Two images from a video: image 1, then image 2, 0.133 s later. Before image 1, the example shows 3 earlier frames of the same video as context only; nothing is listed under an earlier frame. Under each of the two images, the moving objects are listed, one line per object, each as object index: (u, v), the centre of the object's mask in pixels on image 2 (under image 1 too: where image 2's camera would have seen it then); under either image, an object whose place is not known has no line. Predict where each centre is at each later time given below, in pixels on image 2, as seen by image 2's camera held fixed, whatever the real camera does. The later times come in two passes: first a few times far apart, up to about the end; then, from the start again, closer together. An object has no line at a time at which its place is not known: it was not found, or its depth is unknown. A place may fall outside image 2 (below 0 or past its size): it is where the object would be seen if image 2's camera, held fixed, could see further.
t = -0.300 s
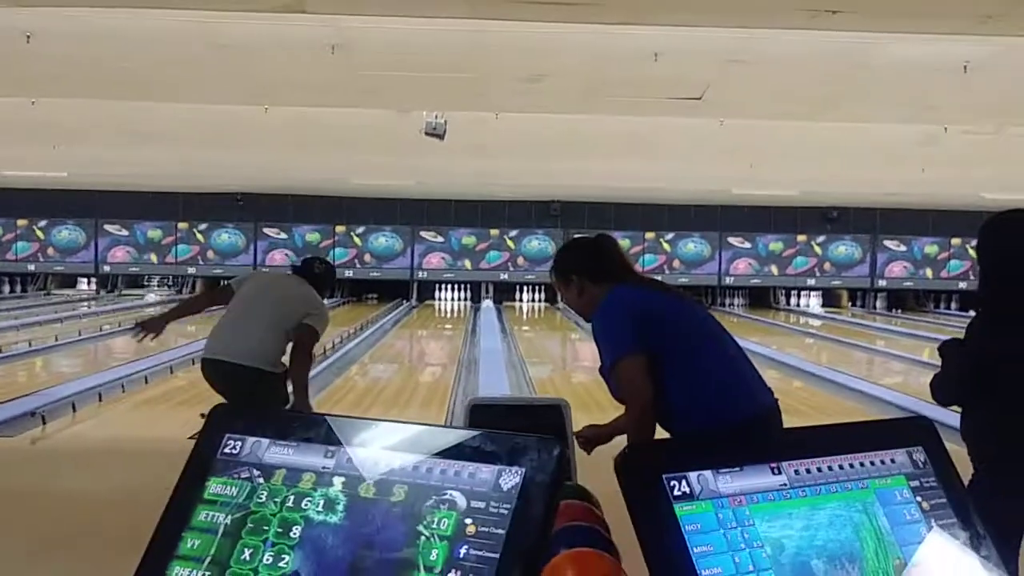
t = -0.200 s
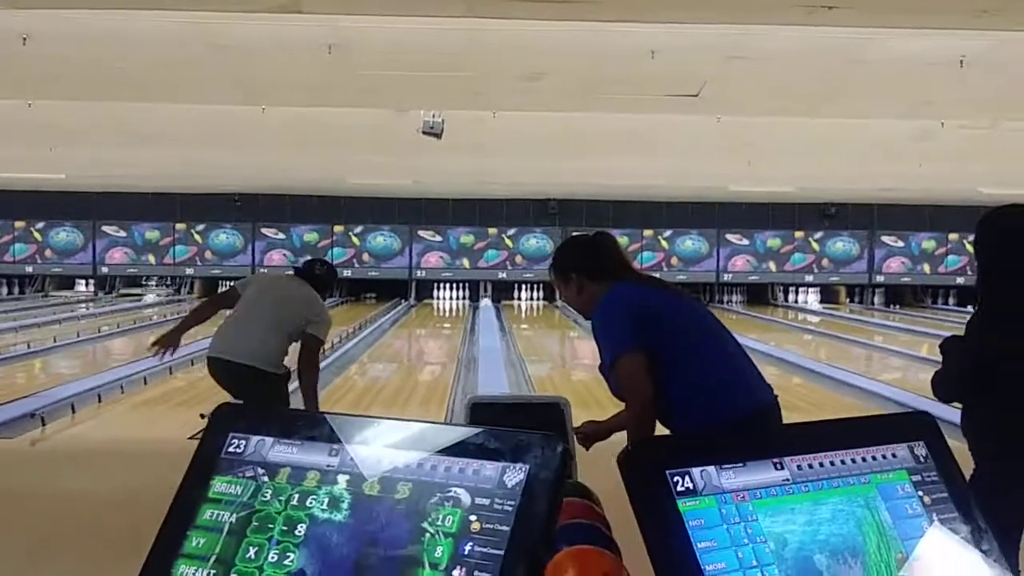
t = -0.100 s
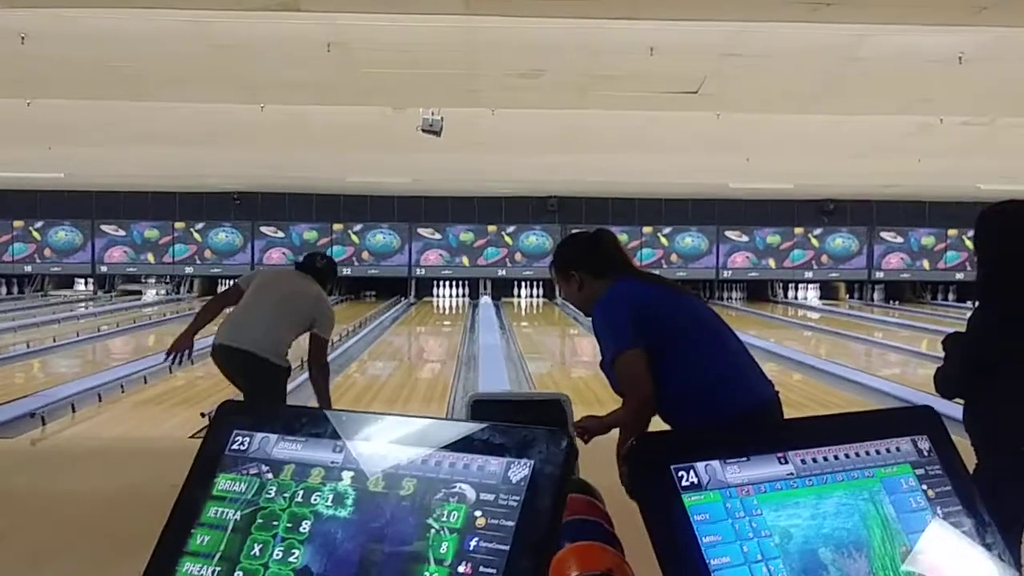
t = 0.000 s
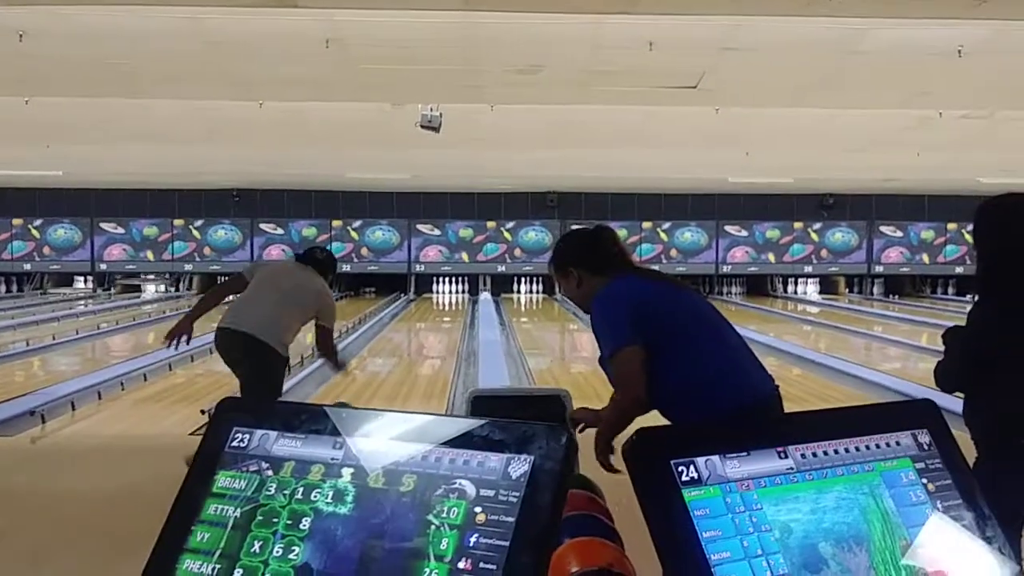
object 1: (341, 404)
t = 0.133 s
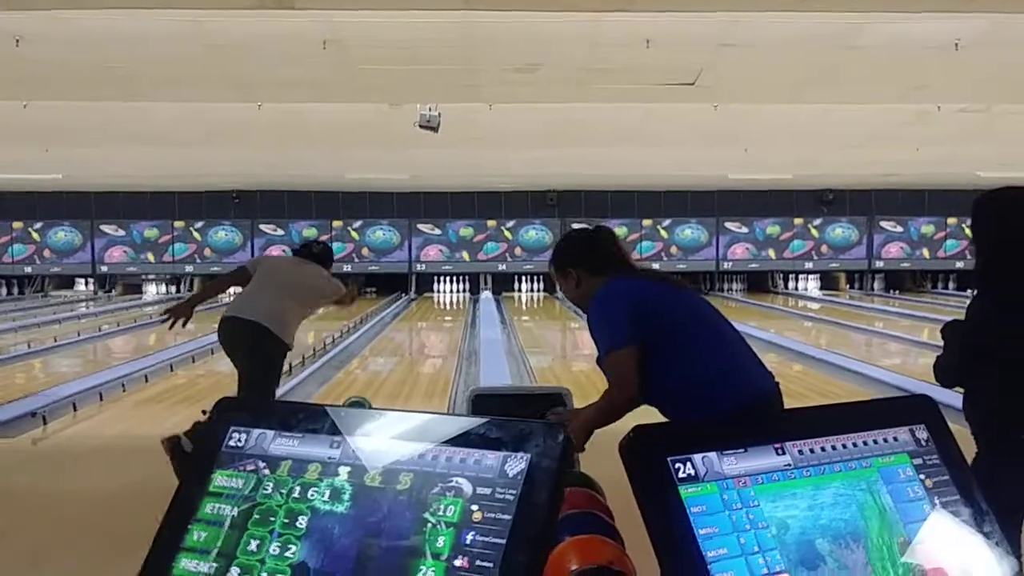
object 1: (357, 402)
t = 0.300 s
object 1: (370, 391)
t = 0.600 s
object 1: (387, 364)
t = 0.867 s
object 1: (398, 346)
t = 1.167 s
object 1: (407, 333)
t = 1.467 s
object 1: (414, 322)
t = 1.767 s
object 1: (421, 311)
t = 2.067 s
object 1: (425, 307)
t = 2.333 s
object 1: (428, 301)
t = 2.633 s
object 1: (430, 297)
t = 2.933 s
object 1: (431, 295)
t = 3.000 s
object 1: (431, 294)
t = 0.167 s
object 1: (361, 400)
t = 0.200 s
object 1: (365, 398)
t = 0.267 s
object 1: (368, 395)
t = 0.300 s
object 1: (370, 391)
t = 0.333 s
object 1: (372, 387)
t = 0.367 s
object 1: (374, 383)
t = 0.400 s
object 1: (377, 380)
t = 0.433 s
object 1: (379, 377)
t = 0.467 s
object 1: (381, 374)
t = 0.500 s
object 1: (383, 371)
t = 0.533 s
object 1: (384, 369)
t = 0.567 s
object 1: (386, 366)
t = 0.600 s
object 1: (387, 364)
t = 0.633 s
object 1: (389, 361)
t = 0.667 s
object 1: (390, 359)
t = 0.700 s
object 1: (392, 356)
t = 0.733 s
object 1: (393, 354)
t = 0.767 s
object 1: (394, 353)
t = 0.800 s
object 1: (396, 350)
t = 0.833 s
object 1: (397, 348)
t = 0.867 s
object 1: (398, 346)
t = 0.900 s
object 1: (399, 344)
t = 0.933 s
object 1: (400, 343)
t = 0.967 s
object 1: (401, 341)
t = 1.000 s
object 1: (403, 340)
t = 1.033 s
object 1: (404, 338)
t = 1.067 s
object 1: (405, 337)
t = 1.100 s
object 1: (406, 335)
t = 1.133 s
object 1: (407, 334)
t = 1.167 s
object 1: (407, 333)
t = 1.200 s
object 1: (408, 331)
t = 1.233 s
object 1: (409, 330)
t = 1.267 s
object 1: (410, 329)
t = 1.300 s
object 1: (411, 327)
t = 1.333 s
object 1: (412, 326)
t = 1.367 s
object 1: (412, 325)
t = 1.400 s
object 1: (413, 324)
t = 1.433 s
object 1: (414, 323)
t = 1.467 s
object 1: (414, 322)
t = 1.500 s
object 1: (415, 321)
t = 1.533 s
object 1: (416, 319)
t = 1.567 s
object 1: (416, 319)
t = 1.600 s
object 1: (417, 318)
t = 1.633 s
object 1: (418, 317)
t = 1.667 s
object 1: (419, 316)
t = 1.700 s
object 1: (419, 315)
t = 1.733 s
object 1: (420, 314)
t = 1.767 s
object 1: (421, 311)
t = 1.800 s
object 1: (422, 311)
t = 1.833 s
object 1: (422, 310)
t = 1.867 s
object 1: (422, 310)
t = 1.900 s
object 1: (422, 310)
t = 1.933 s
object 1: (423, 310)
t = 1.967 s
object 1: (423, 309)
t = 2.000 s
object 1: (423, 309)
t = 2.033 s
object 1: (423, 308)
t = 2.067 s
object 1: (425, 307)
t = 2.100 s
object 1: (425, 306)
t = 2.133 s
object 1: (425, 305)
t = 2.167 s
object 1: (426, 304)
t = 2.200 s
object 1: (427, 303)
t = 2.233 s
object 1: (427, 303)
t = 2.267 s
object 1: (427, 302)
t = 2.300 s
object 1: (427, 302)
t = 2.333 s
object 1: (428, 301)
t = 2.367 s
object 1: (428, 301)
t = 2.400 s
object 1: (429, 300)
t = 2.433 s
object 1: (429, 300)
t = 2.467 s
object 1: (429, 300)
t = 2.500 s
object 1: (429, 299)
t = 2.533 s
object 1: (429, 299)
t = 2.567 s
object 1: (429, 298)
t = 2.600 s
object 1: (430, 298)
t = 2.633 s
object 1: (430, 297)
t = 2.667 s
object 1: (430, 297)
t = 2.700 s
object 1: (430, 297)
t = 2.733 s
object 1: (430, 297)
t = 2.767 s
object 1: (431, 296)
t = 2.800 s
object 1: (431, 295)
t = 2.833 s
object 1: (431, 295)
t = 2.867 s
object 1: (431, 295)
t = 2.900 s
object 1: (431, 295)
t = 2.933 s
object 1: (431, 295)
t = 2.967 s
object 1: (431, 294)
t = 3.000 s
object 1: (431, 294)
